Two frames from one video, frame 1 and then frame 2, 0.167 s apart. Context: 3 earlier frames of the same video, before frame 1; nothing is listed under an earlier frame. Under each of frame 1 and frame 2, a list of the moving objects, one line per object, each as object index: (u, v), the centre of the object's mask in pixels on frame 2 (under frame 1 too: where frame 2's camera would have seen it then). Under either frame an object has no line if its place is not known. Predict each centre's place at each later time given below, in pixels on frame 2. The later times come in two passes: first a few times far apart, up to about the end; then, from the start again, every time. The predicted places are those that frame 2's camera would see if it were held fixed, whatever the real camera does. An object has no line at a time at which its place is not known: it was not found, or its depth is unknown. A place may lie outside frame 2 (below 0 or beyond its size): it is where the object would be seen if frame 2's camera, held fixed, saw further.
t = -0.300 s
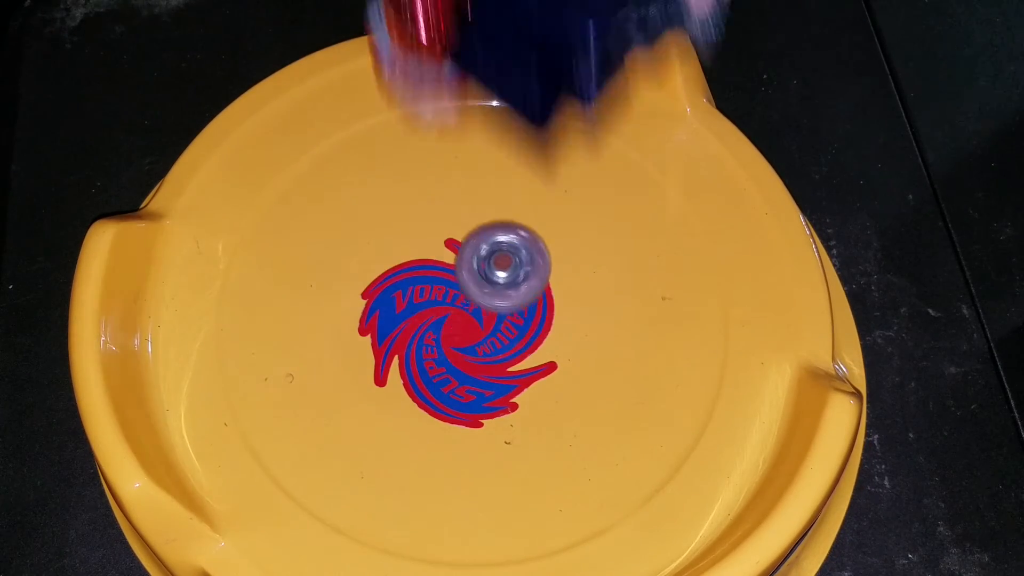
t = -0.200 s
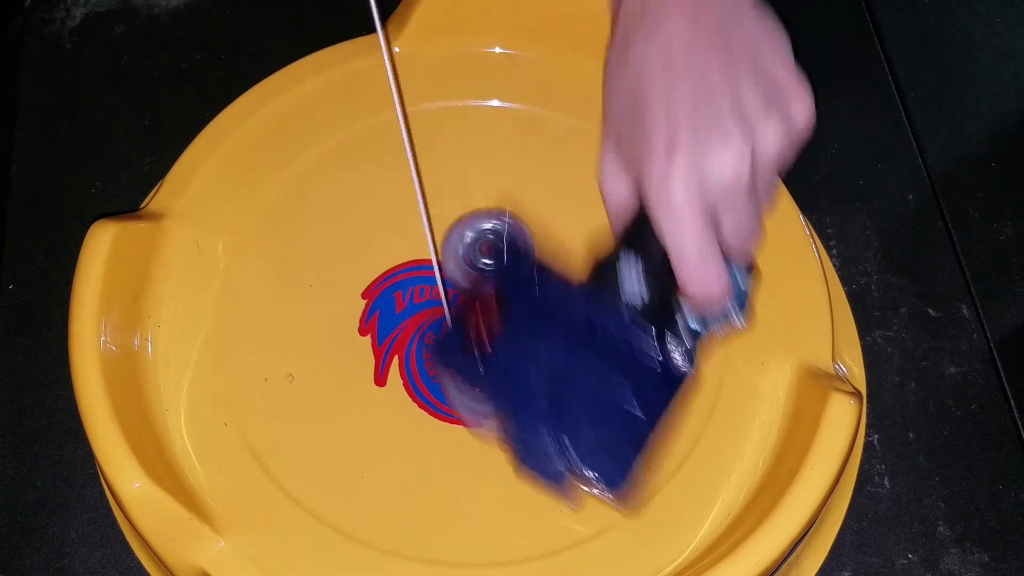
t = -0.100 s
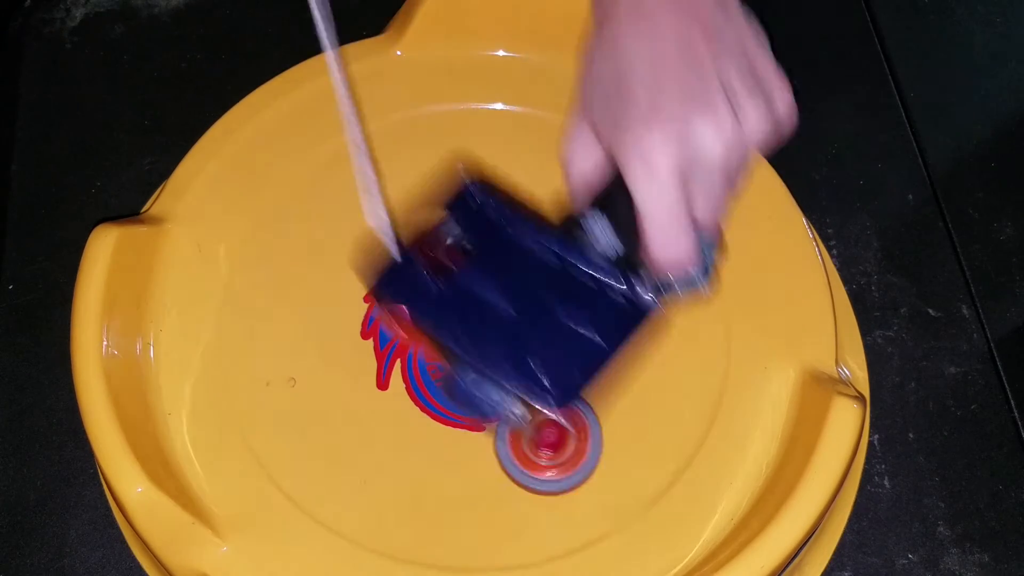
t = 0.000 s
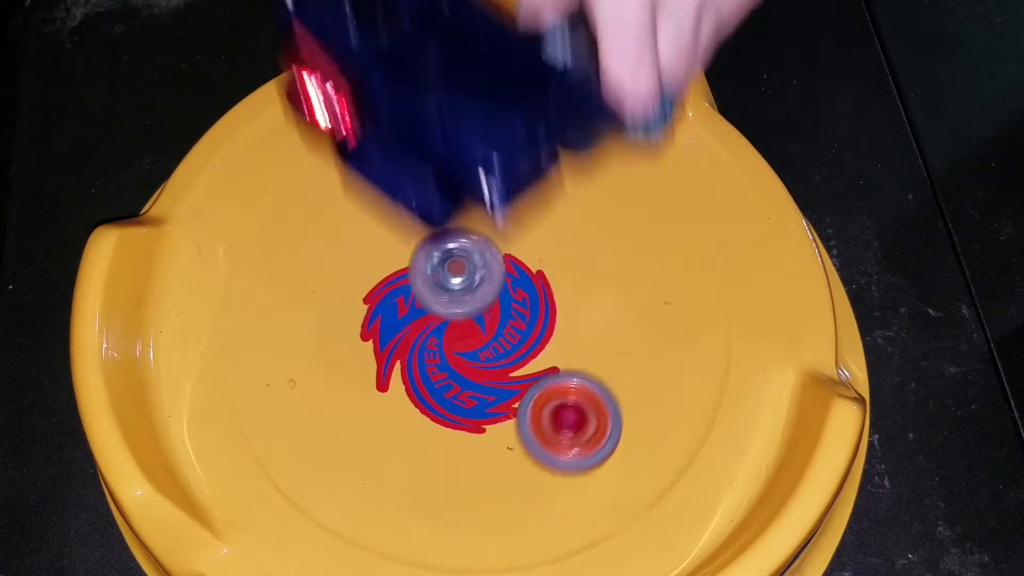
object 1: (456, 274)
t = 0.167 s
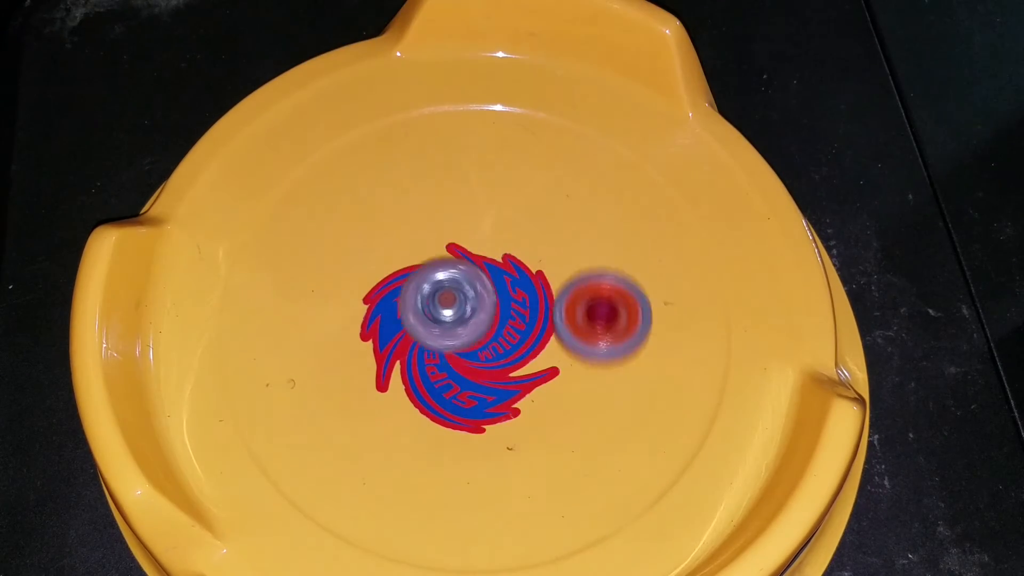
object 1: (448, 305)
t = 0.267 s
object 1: (458, 321)
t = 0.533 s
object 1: (481, 329)
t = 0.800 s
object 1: (475, 333)
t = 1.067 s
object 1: (486, 332)
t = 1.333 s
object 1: (456, 314)
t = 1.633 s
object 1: (448, 329)
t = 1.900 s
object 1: (453, 329)
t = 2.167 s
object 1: (455, 330)
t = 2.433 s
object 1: (467, 327)
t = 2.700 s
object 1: (453, 299)
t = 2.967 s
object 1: (437, 307)
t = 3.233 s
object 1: (455, 320)
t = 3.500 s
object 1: (464, 303)
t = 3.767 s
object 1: (465, 292)
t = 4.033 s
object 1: (457, 295)
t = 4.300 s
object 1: (466, 300)
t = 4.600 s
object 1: (471, 299)
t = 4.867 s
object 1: (467, 299)
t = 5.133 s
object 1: (467, 305)
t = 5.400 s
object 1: (477, 313)
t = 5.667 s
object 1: (481, 312)
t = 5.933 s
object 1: (469, 302)
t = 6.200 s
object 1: (448, 310)
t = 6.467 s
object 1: (452, 330)
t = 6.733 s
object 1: (462, 330)
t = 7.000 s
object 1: (464, 329)
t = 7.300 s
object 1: (474, 318)
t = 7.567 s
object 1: (451, 291)
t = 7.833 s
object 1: (411, 324)
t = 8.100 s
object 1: (461, 369)
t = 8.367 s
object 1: (528, 319)
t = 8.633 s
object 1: (512, 236)
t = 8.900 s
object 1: (407, 200)
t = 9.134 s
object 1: (350, 267)
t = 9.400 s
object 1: (412, 339)
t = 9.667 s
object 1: (439, 340)
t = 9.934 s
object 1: (403, 343)
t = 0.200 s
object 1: (450, 312)
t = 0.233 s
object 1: (454, 317)
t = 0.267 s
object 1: (458, 321)
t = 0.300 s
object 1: (462, 324)
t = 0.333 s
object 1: (467, 325)
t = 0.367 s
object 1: (471, 326)
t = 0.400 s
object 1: (475, 329)
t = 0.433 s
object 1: (478, 330)
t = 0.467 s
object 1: (481, 331)
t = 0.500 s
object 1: (482, 331)
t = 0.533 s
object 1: (481, 329)
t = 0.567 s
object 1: (478, 327)
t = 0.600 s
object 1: (476, 324)
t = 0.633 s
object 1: (473, 323)
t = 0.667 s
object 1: (471, 324)
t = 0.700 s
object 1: (471, 326)
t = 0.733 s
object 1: (471, 330)
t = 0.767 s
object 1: (472, 332)
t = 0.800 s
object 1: (475, 333)
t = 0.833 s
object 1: (480, 335)
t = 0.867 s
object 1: (483, 337)
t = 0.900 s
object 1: (485, 337)
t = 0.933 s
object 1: (486, 338)
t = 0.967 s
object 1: (488, 338)
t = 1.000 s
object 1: (488, 338)
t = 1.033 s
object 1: (488, 337)
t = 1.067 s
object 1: (486, 332)
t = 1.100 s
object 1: (481, 326)
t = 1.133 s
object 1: (476, 322)
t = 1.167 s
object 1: (470, 319)
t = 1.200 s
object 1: (466, 316)
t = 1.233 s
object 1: (463, 314)
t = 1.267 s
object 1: (461, 314)
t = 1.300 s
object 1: (458, 313)
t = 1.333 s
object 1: (456, 314)
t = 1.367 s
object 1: (455, 314)
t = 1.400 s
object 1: (454, 316)
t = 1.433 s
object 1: (451, 318)
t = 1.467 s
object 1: (448, 321)
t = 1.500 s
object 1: (445, 324)
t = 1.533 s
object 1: (444, 327)
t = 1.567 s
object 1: (445, 328)
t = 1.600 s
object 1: (446, 329)
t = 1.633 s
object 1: (448, 329)
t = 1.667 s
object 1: (449, 330)
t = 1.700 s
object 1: (451, 330)
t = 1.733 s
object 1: (452, 330)
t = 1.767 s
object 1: (452, 330)
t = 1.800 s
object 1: (453, 329)
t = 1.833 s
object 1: (453, 329)
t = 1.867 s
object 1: (453, 329)
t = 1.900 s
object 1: (453, 329)
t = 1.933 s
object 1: (454, 328)
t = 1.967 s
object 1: (455, 329)
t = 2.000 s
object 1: (457, 330)
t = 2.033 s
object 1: (458, 331)
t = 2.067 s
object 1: (458, 331)
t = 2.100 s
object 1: (459, 329)
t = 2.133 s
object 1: (458, 329)
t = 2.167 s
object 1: (455, 330)
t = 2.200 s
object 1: (454, 331)
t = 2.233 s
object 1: (454, 332)
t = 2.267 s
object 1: (457, 335)
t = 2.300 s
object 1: (461, 336)
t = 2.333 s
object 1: (465, 335)
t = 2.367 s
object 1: (467, 332)
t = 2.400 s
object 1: (467, 329)
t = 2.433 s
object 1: (467, 327)
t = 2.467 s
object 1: (467, 325)
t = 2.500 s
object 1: (467, 322)
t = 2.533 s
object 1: (468, 318)
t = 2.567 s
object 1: (468, 314)
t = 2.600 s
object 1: (467, 311)
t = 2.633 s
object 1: (464, 307)
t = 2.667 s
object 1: (459, 303)
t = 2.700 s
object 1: (453, 299)
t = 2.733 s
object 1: (449, 296)
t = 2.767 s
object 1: (446, 295)
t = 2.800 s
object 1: (444, 296)
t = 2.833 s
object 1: (442, 297)
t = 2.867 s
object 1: (440, 299)
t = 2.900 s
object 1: (439, 301)
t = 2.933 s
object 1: (438, 304)
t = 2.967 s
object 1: (437, 307)
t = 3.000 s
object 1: (437, 309)
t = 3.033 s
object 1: (438, 312)
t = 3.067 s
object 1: (442, 315)
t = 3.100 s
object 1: (446, 318)
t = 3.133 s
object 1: (449, 319)
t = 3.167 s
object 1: (452, 320)
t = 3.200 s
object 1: (453, 321)
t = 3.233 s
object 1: (455, 320)
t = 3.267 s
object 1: (456, 319)
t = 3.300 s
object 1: (458, 317)
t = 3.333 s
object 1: (459, 315)
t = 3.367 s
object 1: (462, 313)
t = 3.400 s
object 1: (464, 311)
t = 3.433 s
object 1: (465, 309)
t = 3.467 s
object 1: (464, 306)
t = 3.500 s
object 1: (464, 303)
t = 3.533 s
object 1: (465, 300)
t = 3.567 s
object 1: (466, 298)
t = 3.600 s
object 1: (466, 297)
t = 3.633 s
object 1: (467, 296)
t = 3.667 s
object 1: (467, 295)
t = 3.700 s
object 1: (466, 293)
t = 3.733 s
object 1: (466, 293)
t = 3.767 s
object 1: (465, 292)
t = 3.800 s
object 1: (464, 292)
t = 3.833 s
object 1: (463, 291)
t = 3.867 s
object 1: (462, 291)
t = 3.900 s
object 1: (461, 292)
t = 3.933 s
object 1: (460, 293)
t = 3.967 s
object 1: (459, 294)
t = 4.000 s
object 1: (458, 294)
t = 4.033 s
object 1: (457, 295)
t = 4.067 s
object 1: (457, 296)
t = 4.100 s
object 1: (457, 297)
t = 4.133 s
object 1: (459, 297)
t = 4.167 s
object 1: (462, 297)
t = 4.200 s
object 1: (464, 298)
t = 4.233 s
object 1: (465, 299)
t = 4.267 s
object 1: (466, 300)
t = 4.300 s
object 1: (466, 300)
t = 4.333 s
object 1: (467, 301)
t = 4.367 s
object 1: (468, 301)
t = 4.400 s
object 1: (469, 300)
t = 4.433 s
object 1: (469, 300)
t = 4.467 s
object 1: (470, 300)
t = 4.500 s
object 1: (471, 300)
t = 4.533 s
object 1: (471, 300)
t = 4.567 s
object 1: (471, 299)
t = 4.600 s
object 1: (471, 299)
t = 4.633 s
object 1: (470, 299)
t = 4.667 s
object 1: (470, 299)
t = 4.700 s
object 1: (470, 299)
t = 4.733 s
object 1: (469, 299)
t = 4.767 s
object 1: (469, 299)
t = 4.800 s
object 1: (468, 299)
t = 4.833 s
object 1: (468, 299)
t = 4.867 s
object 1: (467, 299)
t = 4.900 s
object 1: (466, 299)
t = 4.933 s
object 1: (465, 300)
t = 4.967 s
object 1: (465, 301)
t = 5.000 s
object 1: (464, 302)
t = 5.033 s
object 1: (464, 303)
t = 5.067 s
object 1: (464, 304)
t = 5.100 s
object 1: (466, 304)
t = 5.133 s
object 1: (467, 305)
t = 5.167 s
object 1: (469, 306)
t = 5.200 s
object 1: (470, 307)
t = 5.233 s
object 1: (471, 309)
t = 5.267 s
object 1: (472, 310)
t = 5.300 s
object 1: (473, 311)
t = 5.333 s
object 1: (475, 311)
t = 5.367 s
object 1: (476, 312)
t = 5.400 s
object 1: (477, 313)
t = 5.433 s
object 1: (478, 314)
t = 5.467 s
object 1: (479, 314)
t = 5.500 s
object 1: (479, 314)
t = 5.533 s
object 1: (480, 314)
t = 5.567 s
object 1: (480, 314)
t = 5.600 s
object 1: (481, 314)
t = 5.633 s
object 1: (481, 313)
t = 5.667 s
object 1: (481, 312)
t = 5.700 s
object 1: (480, 311)
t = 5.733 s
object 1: (480, 309)
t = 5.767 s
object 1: (479, 308)
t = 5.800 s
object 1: (477, 306)
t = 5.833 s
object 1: (476, 305)
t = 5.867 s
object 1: (473, 304)
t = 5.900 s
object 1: (471, 302)
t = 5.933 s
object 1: (469, 302)
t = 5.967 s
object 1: (466, 301)
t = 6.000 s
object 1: (464, 300)
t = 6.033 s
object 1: (462, 301)
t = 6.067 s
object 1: (459, 305)
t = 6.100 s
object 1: (456, 306)
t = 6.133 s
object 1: (453, 307)
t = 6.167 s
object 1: (450, 309)
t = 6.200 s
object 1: (448, 310)
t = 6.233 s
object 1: (447, 313)
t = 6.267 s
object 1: (445, 315)
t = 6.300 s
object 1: (443, 318)
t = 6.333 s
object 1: (443, 322)
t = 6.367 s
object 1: (444, 325)
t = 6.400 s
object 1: (446, 328)
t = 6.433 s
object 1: (449, 329)
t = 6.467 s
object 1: (452, 330)
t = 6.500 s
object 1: (453, 330)
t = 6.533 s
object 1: (456, 332)
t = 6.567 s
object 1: (458, 334)
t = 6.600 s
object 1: (460, 335)
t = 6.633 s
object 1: (461, 335)
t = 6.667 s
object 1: (462, 334)
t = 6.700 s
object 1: (463, 332)
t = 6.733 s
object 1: (462, 330)
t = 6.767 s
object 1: (461, 329)
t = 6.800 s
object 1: (459, 332)
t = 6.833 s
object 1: (461, 335)
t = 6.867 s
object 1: (463, 336)
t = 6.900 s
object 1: (465, 335)
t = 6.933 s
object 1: (466, 333)
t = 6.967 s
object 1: (465, 330)
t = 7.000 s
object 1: (464, 329)
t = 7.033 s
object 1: (464, 328)
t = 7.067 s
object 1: (465, 328)
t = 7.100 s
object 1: (465, 328)
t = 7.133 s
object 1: (465, 328)
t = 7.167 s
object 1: (466, 330)
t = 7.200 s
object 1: (468, 330)
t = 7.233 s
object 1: (471, 326)
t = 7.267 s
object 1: (473, 322)
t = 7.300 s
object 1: (474, 318)
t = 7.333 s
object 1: (472, 313)
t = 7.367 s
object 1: (470, 308)
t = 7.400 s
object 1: (470, 305)
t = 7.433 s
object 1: (468, 301)
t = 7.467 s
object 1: (464, 297)
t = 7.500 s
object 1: (461, 294)
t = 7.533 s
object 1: (456, 292)
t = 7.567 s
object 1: (451, 291)
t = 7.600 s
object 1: (445, 291)
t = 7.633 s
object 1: (440, 292)
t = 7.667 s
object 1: (436, 294)
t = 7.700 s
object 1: (426, 300)
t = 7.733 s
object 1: (420, 306)
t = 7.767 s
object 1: (415, 312)
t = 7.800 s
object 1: (413, 317)
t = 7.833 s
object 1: (411, 324)
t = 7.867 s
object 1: (412, 330)
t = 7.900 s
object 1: (414, 335)
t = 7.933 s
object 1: (417, 341)
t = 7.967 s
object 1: (425, 354)
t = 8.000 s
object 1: (433, 363)
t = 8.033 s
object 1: (442, 367)
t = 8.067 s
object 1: (452, 370)
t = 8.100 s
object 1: (461, 369)
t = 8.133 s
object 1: (471, 368)
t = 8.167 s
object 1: (480, 364)
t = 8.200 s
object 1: (493, 360)
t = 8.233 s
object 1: (502, 354)
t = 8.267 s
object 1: (510, 347)
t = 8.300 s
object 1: (517, 339)
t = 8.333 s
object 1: (524, 328)
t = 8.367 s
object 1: (528, 319)
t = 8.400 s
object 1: (538, 301)
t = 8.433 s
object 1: (543, 287)
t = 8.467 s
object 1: (544, 275)
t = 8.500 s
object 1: (542, 265)
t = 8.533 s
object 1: (537, 256)
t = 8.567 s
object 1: (530, 247)
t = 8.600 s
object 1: (522, 241)
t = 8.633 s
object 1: (512, 236)
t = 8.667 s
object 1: (502, 233)
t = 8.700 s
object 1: (490, 229)
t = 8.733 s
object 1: (478, 222)
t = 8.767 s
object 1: (467, 219)
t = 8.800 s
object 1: (455, 218)
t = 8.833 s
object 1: (443, 217)
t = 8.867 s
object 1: (428, 213)
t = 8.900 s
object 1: (407, 200)
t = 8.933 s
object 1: (377, 193)
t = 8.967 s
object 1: (358, 206)
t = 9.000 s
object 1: (352, 217)
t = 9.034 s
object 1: (349, 229)
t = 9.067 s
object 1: (347, 241)
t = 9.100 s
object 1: (347, 254)
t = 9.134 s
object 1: (350, 267)
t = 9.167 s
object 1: (355, 281)
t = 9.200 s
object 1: (361, 294)
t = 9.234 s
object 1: (369, 305)
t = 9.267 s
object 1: (378, 316)
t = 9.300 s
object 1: (389, 325)
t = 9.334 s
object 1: (400, 332)
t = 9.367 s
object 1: (410, 337)
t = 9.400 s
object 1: (412, 339)
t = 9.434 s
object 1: (418, 341)
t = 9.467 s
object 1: (414, 341)
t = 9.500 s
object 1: (413, 341)
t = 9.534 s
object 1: (417, 340)
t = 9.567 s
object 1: (423, 341)
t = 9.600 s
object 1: (429, 341)
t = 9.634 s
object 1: (435, 341)
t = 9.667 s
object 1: (439, 340)
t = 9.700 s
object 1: (419, 335)
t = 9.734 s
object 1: (406, 331)
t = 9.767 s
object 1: (399, 330)
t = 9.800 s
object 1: (397, 331)
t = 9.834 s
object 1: (397, 334)
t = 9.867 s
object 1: (398, 337)
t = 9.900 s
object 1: (400, 341)
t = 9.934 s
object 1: (403, 343)
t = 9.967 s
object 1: (407, 345)
